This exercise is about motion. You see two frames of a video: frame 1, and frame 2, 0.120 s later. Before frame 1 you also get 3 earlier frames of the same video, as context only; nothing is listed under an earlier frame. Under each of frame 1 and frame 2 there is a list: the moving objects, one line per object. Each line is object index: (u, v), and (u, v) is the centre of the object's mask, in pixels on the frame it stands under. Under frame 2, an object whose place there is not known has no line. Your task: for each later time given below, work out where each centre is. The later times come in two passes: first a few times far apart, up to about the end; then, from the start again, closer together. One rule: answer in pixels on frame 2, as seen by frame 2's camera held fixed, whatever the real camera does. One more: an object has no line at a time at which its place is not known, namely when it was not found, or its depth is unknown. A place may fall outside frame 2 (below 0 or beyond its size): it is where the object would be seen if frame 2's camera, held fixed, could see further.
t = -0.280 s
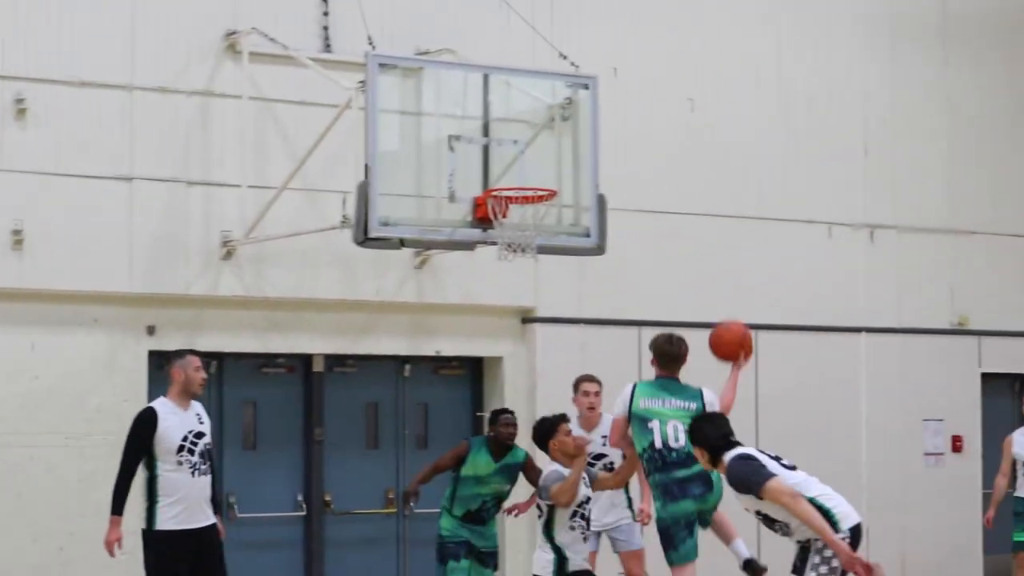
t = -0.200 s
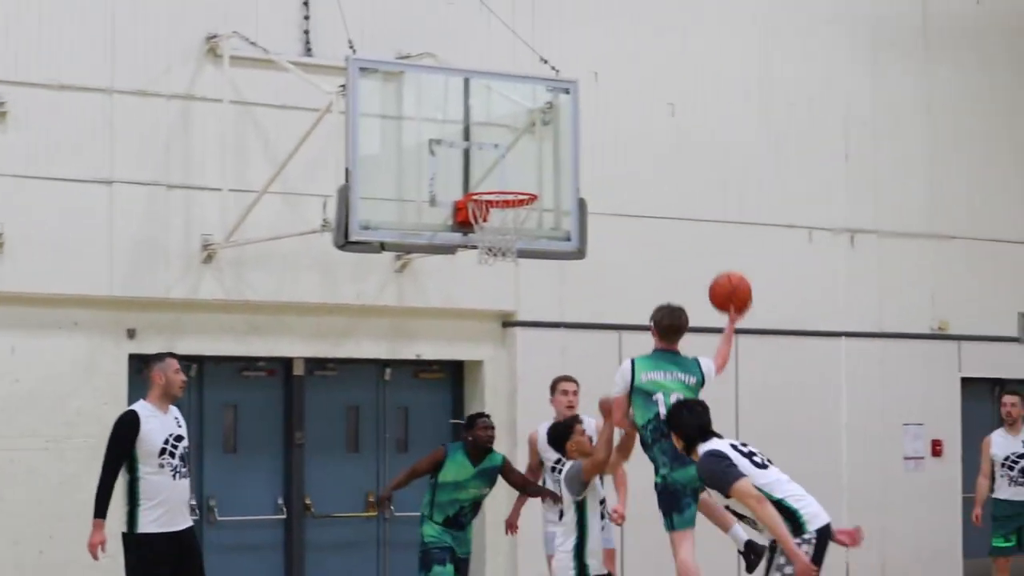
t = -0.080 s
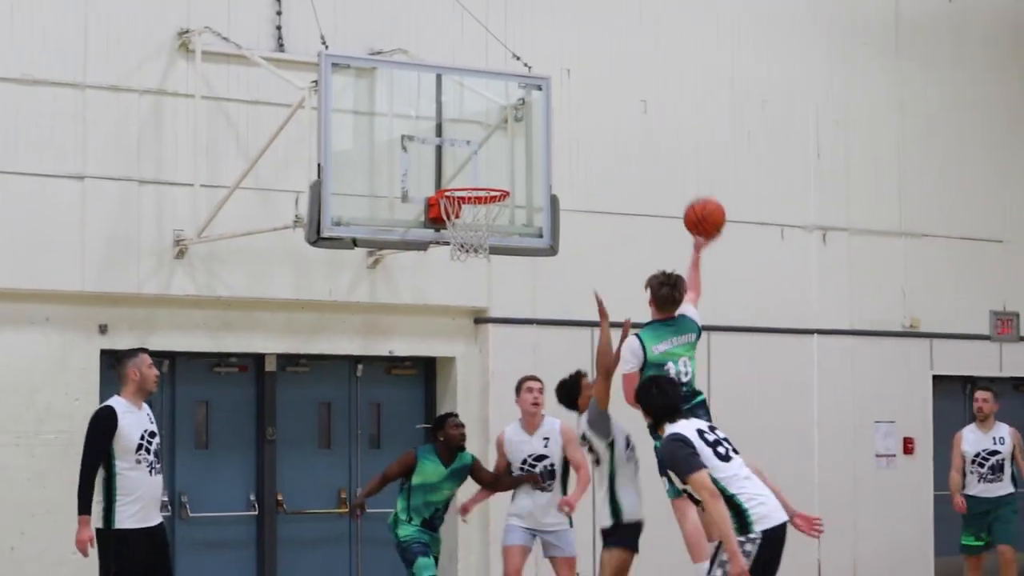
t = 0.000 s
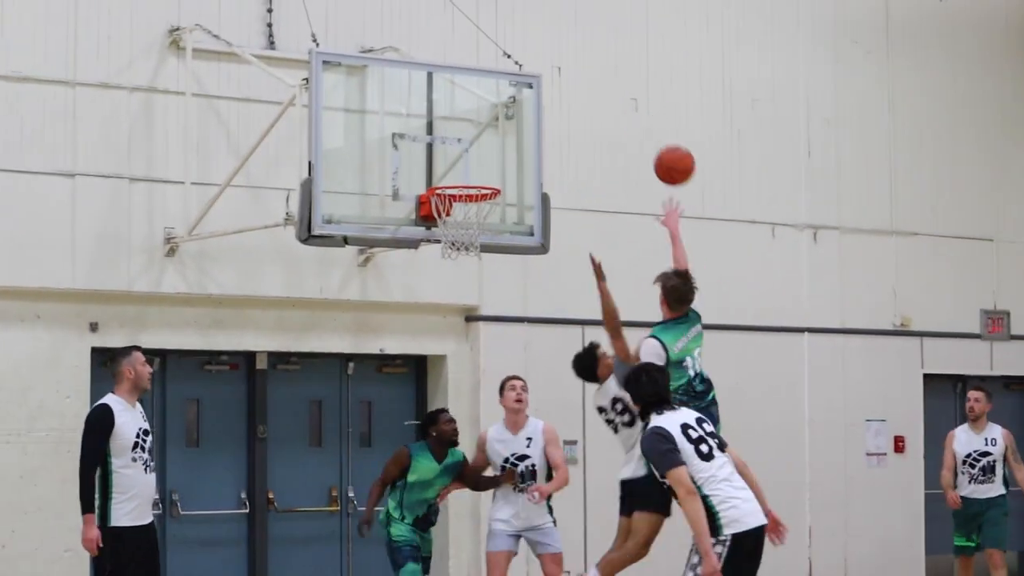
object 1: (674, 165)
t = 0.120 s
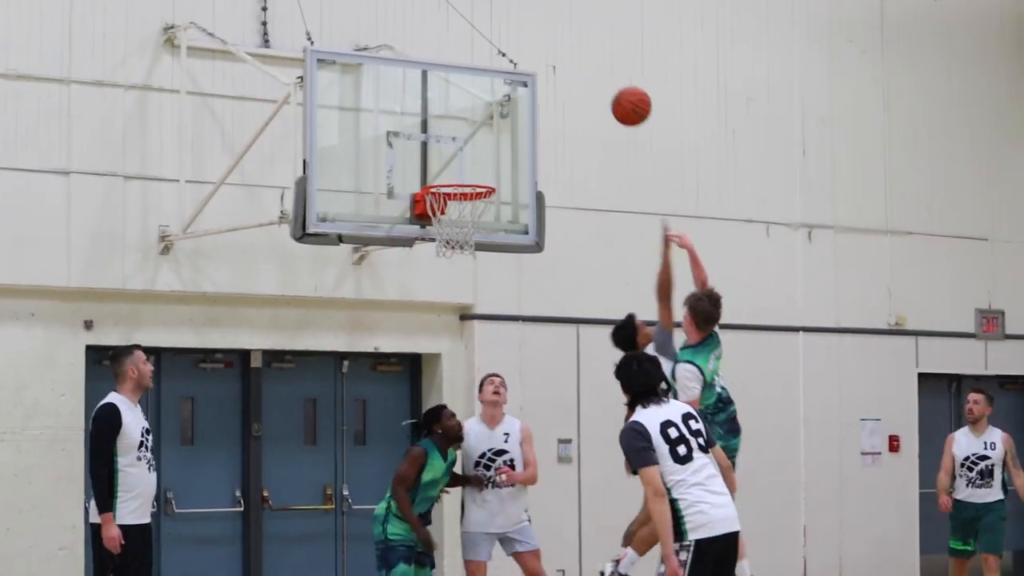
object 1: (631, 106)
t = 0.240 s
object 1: (595, 73)
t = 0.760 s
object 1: (465, 174)
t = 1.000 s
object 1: (508, 143)
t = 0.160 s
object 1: (619, 92)
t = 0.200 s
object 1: (607, 82)
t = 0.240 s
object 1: (595, 73)
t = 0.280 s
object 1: (584, 68)
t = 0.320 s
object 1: (572, 65)
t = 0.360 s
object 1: (562, 64)
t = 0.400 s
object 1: (551, 66)
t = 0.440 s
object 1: (540, 70)
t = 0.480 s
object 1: (530, 77)
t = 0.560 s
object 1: (510, 97)
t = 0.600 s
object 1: (500, 111)
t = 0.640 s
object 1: (490, 127)
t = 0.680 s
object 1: (481, 144)
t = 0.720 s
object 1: (471, 164)
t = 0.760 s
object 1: (465, 174)
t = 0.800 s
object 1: (465, 166)
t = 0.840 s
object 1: (473, 157)
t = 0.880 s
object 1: (482, 150)
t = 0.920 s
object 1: (491, 146)
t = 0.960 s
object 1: (500, 143)
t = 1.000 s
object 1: (508, 143)
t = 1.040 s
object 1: (517, 145)
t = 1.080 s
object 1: (526, 149)
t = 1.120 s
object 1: (534, 156)
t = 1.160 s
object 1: (543, 165)
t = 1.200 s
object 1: (553, 177)
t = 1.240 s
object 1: (563, 191)
